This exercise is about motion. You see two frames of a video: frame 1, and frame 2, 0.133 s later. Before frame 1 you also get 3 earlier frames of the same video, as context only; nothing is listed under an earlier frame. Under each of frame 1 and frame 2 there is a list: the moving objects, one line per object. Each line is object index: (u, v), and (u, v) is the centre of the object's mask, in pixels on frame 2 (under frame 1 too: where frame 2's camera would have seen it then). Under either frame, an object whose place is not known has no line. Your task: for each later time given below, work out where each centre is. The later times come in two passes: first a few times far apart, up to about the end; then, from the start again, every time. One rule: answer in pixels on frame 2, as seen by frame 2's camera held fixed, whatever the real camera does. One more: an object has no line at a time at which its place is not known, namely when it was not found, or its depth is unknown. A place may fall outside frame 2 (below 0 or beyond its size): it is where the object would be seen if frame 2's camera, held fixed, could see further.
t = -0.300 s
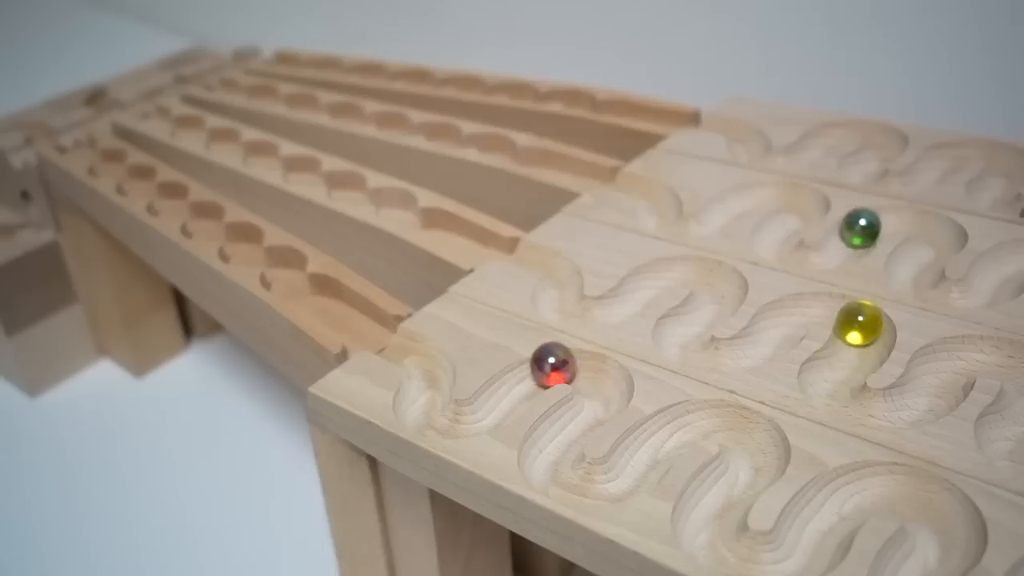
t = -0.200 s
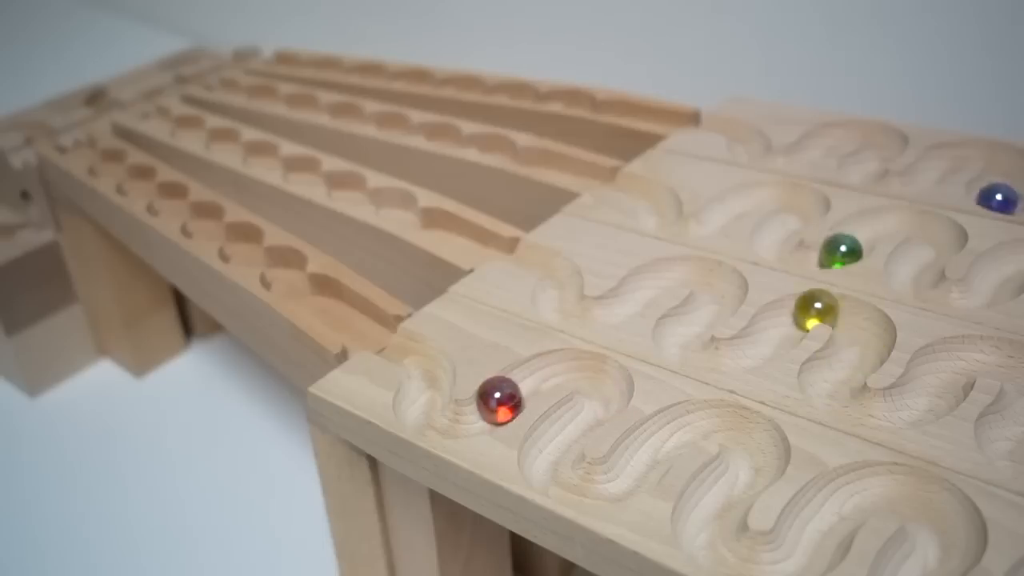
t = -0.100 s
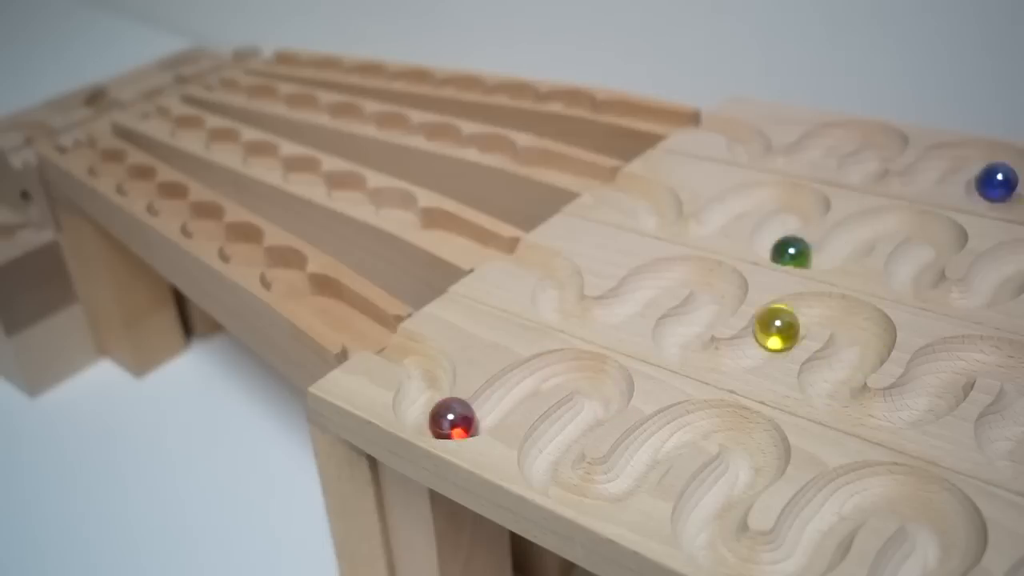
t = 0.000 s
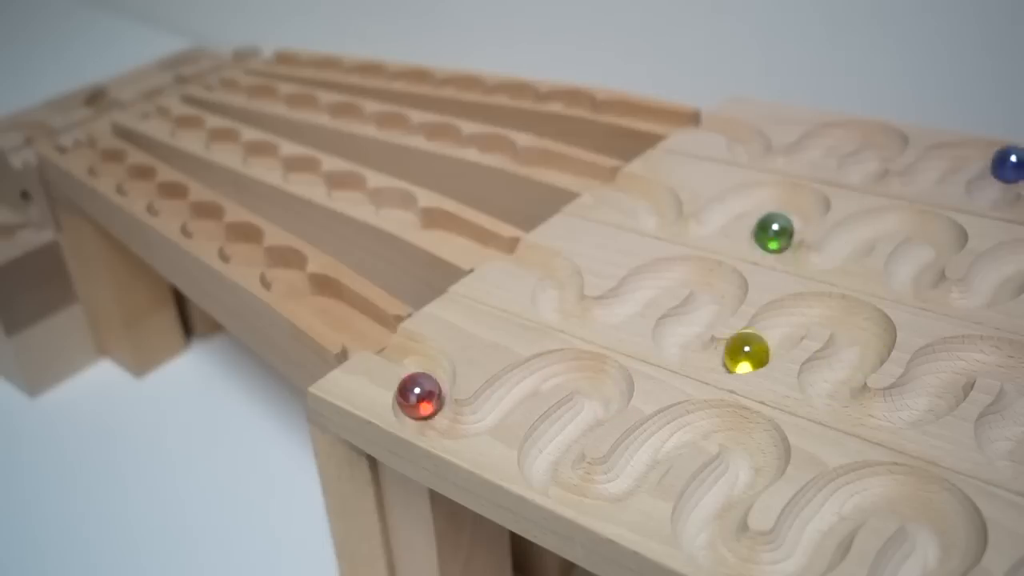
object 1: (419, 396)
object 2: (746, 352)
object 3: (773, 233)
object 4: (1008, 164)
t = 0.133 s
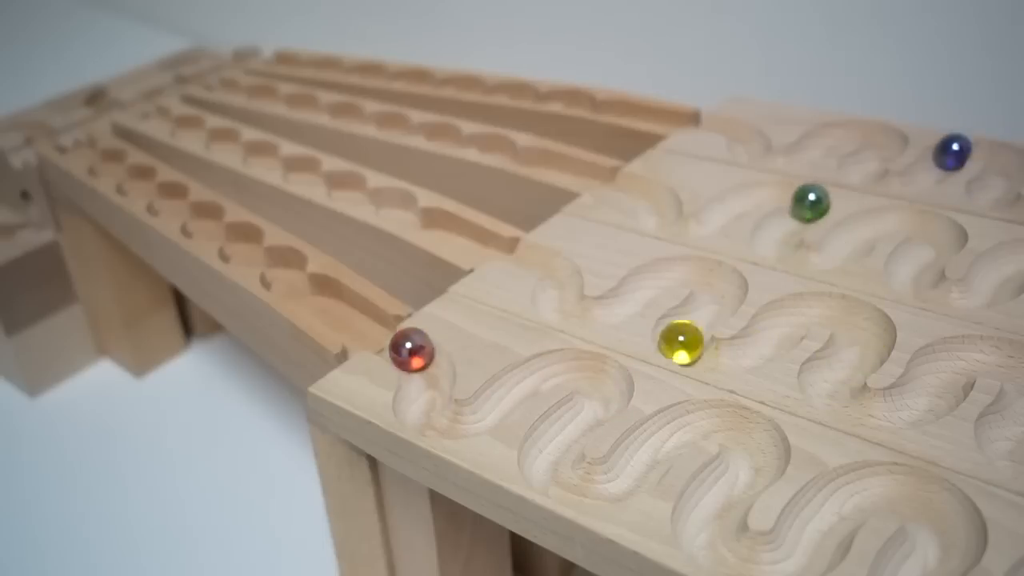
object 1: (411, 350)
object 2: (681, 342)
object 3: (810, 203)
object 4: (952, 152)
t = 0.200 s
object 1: (391, 334)
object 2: (687, 322)
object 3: (788, 192)
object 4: (936, 163)
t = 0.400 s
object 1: (340, 311)
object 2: (707, 272)
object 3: (714, 218)
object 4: (871, 175)
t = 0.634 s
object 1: (288, 269)
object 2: (613, 308)
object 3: (656, 193)
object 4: (883, 138)
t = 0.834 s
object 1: (240, 255)
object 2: (557, 282)
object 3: (577, 169)
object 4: (818, 143)
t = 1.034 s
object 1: (238, 238)
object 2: (519, 249)
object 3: (499, 149)
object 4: (751, 149)
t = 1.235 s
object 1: (200, 229)
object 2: (437, 227)
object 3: (456, 141)
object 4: (721, 120)
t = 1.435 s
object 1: (201, 214)
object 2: (397, 206)
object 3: (443, 134)
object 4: (632, 111)
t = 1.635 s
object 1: (165, 207)
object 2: (352, 196)
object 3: (403, 129)
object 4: (574, 98)
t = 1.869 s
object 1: (165, 194)
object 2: (340, 184)
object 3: (390, 122)
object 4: (524, 94)
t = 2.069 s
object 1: (132, 186)
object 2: (301, 177)
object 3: (351, 118)
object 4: (499, 89)
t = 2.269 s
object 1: (135, 175)
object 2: (299, 167)
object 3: (344, 111)
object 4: (469, 87)
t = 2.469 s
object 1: (104, 168)
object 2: (262, 161)
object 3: (309, 107)
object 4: (448, 82)
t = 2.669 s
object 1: (108, 158)
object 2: (257, 152)
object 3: (303, 102)
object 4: (421, 81)
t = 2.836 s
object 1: (79, 152)
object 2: (223, 146)
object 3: (274, 99)
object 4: (409, 76)
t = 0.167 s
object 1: (403, 339)
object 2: (677, 330)
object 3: (800, 198)
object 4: (939, 155)
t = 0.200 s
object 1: (391, 334)
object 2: (687, 322)
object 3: (788, 192)
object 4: (936, 163)
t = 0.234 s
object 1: (372, 332)
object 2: (703, 315)
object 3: (771, 187)
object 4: (937, 169)
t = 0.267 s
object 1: (366, 332)
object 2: (715, 306)
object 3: (754, 191)
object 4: (928, 173)
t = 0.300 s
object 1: (367, 323)
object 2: (718, 298)
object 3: (738, 197)
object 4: (913, 176)
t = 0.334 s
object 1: (359, 319)
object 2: (718, 288)
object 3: (727, 205)
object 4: (899, 178)
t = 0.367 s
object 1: (349, 316)
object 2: (718, 277)
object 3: (719, 214)
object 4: (884, 177)
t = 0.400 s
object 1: (340, 311)
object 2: (707, 272)
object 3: (714, 218)
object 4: (871, 175)
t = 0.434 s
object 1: (329, 306)
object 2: (689, 271)
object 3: (703, 221)
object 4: (860, 169)
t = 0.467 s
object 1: (319, 301)
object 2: (667, 271)
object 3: (686, 222)
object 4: (857, 163)
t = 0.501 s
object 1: (308, 294)
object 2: (651, 275)
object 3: (669, 221)
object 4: (867, 160)
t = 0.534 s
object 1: (297, 289)
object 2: (644, 287)
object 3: (659, 218)
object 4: (880, 154)
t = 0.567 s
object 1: (285, 283)
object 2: (639, 295)
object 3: (655, 212)
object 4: (884, 150)
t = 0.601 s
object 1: (284, 278)
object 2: (629, 301)
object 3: (657, 203)
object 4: (882, 143)
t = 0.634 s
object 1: (288, 269)
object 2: (613, 308)
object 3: (656, 193)
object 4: (883, 138)
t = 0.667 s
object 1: (284, 265)
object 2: (595, 311)
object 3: (648, 188)
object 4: (877, 132)
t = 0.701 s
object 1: (276, 262)
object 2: (578, 311)
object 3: (635, 182)
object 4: (864, 130)
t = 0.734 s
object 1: (267, 261)
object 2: (567, 308)
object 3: (622, 177)
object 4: (843, 128)
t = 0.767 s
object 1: (254, 260)
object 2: (557, 300)
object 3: (608, 173)
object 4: (830, 131)
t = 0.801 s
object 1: (244, 256)
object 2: (553, 290)
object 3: (592, 173)
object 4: (822, 138)
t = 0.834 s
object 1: (240, 255)
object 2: (557, 282)
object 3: (577, 169)
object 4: (818, 143)
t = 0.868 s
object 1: (239, 253)
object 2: (561, 273)
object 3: (561, 164)
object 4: (812, 147)
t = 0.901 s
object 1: (241, 250)
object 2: (555, 268)
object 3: (544, 160)
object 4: (802, 151)
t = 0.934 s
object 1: (243, 247)
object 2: (545, 262)
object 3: (526, 156)
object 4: (789, 154)
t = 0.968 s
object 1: (245, 242)
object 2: (539, 256)
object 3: (506, 155)
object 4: (775, 154)
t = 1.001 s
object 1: (243, 239)
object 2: (532, 250)
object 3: (501, 152)
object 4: (761, 153)
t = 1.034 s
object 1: (238, 238)
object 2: (519, 249)
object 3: (499, 149)
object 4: (751, 149)
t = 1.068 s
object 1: (232, 236)
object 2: (504, 245)
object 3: (498, 148)
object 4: (745, 144)
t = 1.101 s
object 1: (224, 236)
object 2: (491, 247)
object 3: (492, 146)
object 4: (748, 140)
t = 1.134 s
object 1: (216, 234)
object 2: (478, 244)
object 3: (485, 144)
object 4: (748, 133)
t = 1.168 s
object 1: (204, 232)
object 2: (465, 240)
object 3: (476, 142)
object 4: (740, 130)
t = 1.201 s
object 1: (202, 230)
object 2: (451, 235)
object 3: (466, 141)
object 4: (730, 125)
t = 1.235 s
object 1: (200, 229)
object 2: (437, 227)
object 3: (456, 141)
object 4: (721, 120)
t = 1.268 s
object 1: (200, 228)
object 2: (422, 221)
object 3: (451, 141)
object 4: (710, 116)
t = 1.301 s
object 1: (202, 226)
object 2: (404, 219)
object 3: (447, 140)
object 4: (695, 115)
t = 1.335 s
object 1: (206, 222)
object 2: (401, 216)
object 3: (444, 139)
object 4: (682, 117)
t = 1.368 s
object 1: (207, 217)
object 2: (396, 213)
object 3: (443, 137)
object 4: (665, 115)
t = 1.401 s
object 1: (205, 216)
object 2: (400, 209)
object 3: (443, 135)
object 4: (648, 113)
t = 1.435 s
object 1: (201, 214)
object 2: (397, 206)
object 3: (443, 134)
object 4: (632, 111)
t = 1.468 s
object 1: (195, 214)
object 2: (394, 203)
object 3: (439, 134)
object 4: (614, 108)
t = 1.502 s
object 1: (188, 214)
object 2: (386, 202)
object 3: (433, 132)
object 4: (597, 107)
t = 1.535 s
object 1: (181, 212)
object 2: (378, 201)
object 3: (426, 131)
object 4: (586, 105)
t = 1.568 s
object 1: (171, 210)
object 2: (368, 199)
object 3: (419, 130)
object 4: (581, 101)
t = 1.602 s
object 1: (166, 209)
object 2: (357, 196)
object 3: (411, 129)
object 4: (578, 100)
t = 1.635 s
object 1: (165, 207)
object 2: (352, 196)
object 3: (403, 129)
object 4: (574, 98)
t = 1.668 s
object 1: (165, 206)
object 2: (349, 194)
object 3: (399, 129)
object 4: (567, 98)
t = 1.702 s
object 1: (167, 203)
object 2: (347, 193)
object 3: (396, 128)
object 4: (556, 96)
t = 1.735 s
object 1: (171, 199)
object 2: (347, 192)
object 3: (394, 126)
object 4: (547, 96)
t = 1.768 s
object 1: (172, 197)
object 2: (348, 190)
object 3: (394, 125)
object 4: (538, 97)
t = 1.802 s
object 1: (171, 195)
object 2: (349, 188)
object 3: (393, 124)
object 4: (530, 97)
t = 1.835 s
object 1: (169, 194)
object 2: (345, 186)
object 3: (392, 123)
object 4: (527, 96)
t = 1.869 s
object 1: (165, 194)
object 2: (340, 184)
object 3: (390, 122)
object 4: (524, 94)
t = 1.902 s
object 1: (158, 193)
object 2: (335, 182)
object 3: (385, 121)
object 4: (522, 93)
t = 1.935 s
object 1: (152, 193)
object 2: (328, 181)
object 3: (380, 120)
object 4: (521, 92)
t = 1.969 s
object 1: (145, 192)
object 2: (320, 181)
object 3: (373, 119)
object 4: (518, 91)
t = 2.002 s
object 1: (134, 188)
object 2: (306, 179)
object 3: (366, 119)
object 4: (513, 90)
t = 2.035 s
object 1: (134, 187)
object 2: (304, 178)
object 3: (356, 118)
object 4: (507, 89)
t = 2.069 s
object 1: (132, 186)
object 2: (301, 177)
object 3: (351, 118)
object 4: (499, 89)
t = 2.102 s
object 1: (134, 185)
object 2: (301, 177)
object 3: (349, 117)
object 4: (491, 89)
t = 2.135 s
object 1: (136, 182)
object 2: (302, 175)
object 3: (347, 115)
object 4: (484, 90)
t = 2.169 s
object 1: (139, 181)
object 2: (303, 173)
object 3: (347, 114)
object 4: (477, 89)
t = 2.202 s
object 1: (140, 177)
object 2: (304, 171)
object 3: (347, 113)
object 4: (474, 89)
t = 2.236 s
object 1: (139, 176)
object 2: (301, 169)
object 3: (347, 111)
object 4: (471, 87)
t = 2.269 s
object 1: (135, 175)
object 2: (299, 167)
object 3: (344, 111)
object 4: (469, 87)
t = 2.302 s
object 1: (130, 174)
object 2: (292, 166)
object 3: (341, 111)
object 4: (468, 86)
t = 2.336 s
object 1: (124, 174)
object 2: (285, 166)
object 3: (335, 109)
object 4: (467, 85)
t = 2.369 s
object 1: (117, 173)
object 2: (278, 165)
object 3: (328, 109)
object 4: (465, 84)
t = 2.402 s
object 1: (107, 171)
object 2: (268, 163)
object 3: (321, 109)
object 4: (460, 83)
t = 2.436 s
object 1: (106, 170)
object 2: (264, 163)
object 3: (314, 108)
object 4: (454, 82)
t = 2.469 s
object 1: (104, 168)
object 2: (262, 161)
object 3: (309, 107)
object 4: (448, 82)
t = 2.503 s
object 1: (105, 166)
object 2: (261, 160)
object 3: (306, 106)
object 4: (440, 82)
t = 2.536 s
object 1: (106, 165)
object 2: (261, 158)
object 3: (304, 105)
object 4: (433, 83)
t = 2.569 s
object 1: (110, 163)
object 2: (263, 156)
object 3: (303, 104)
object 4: (428, 83)
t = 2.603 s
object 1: (112, 160)
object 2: (264, 154)
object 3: (303, 103)
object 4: (425, 83)
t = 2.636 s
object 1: (111, 159)
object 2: (261, 153)
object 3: (303, 102)
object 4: (423, 81)
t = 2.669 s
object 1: (108, 158)
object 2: (257, 152)
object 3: (303, 102)
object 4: (421, 81)
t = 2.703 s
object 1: (104, 157)
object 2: (253, 151)
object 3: (299, 101)
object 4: (420, 79)
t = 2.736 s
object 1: (100, 156)
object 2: (244, 151)
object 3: (294, 100)
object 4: (419, 79)
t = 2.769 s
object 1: (94, 156)
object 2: (238, 150)
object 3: (288, 99)
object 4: (418, 77)
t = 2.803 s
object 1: (87, 155)
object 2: (227, 147)
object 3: (282, 99)
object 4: (415, 76)
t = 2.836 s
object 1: (79, 152)
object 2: (223, 146)
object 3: (274, 99)
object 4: (409, 76)
